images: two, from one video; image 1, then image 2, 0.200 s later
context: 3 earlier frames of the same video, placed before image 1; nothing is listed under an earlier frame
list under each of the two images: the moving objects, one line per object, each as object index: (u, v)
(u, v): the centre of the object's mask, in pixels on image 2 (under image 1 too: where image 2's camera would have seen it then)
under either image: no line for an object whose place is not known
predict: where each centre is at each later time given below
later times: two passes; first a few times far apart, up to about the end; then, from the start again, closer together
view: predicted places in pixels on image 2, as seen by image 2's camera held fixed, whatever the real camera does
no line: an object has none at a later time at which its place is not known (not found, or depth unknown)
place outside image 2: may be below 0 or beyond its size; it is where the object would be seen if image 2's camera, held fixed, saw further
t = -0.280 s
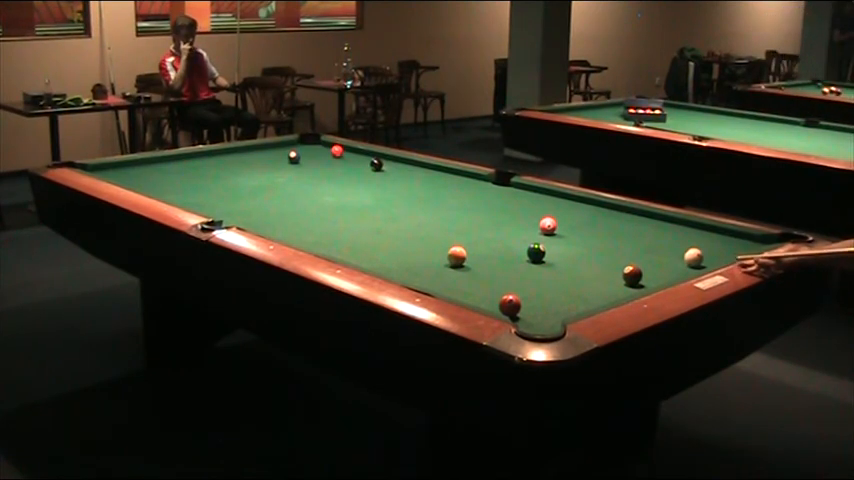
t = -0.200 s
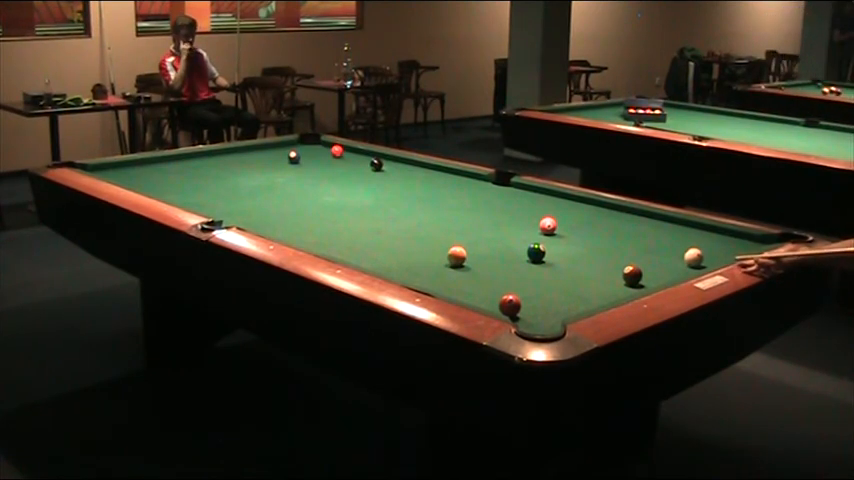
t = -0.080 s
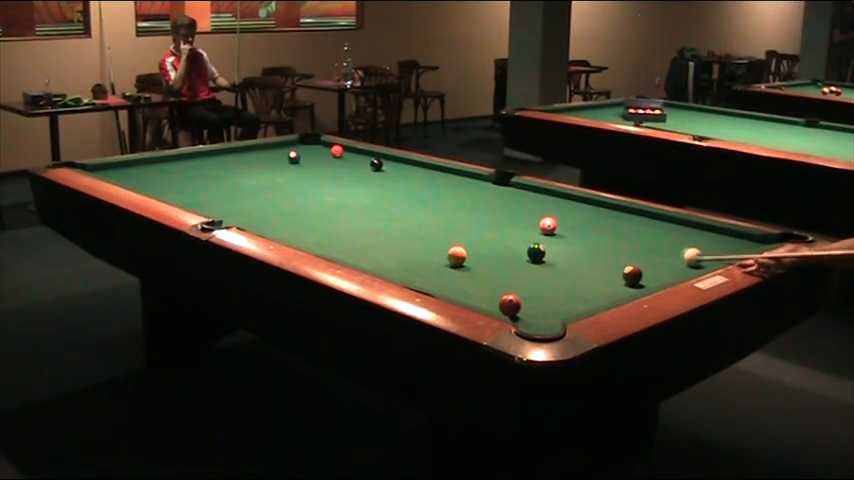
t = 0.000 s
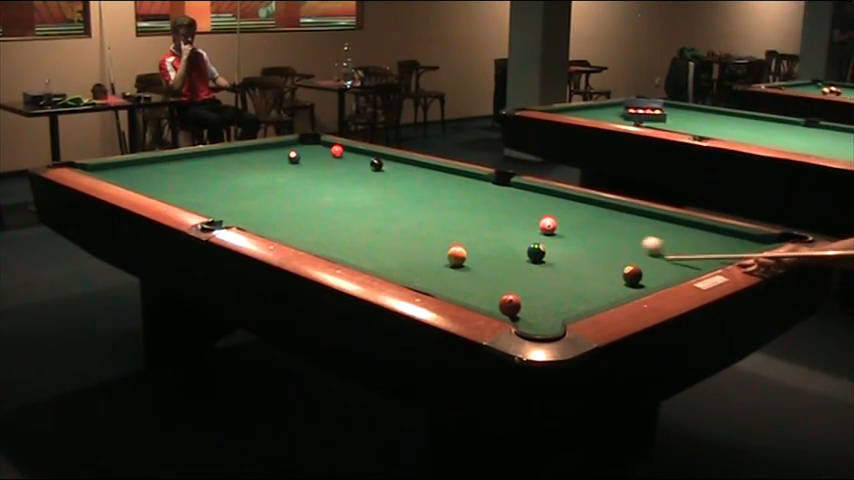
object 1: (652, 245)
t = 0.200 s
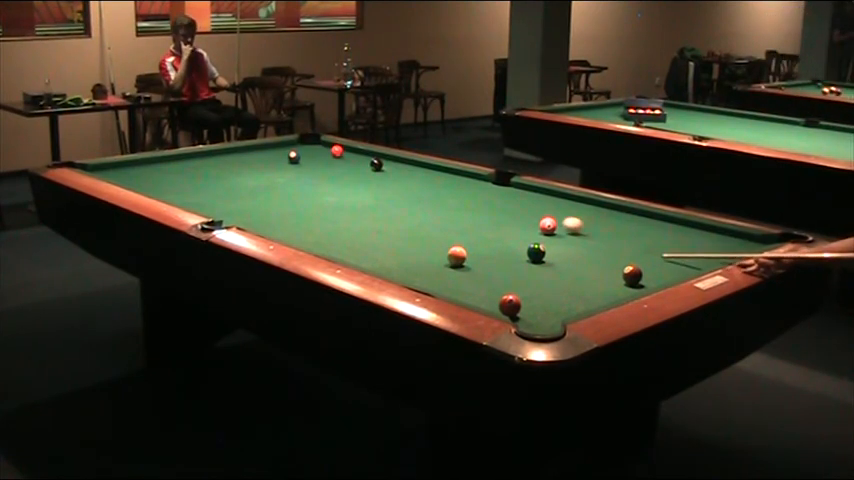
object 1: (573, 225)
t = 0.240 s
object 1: (560, 221)
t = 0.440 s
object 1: (498, 207)
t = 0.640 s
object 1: (443, 194)
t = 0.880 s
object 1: (385, 180)
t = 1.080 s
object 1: (343, 171)
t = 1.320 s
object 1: (296, 158)
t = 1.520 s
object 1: (259, 157)
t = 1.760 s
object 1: (214, 154)
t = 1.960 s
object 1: (188, 155)
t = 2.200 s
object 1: (170, 163)
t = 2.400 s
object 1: (154, 169)
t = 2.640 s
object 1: (135, 177)
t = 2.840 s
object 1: (132, 181)
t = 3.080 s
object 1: (163, 183)
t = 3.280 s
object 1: (187, 184)
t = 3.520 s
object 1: (216, 185)
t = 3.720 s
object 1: (240, 186)
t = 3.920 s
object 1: (263, 187)
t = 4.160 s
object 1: (289, 188)
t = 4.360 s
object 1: (311, 189)
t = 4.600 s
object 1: (336, 189)
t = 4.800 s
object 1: (355, 190)
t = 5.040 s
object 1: (378, 191)
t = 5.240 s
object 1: (396, 192)
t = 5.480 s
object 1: (416, 192)
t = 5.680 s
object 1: (432, 193)
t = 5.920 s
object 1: (451, 194)
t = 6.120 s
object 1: (466, 194)
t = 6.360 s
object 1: (482, 195)
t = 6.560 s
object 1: (495, 195)
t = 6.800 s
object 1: (509, 196)
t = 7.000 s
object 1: (520, 197)
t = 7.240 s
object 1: (533, 197)
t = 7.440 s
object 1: (542, 198)
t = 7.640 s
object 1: (551, 198)
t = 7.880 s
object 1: (560, 199)
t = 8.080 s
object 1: (567, 199)
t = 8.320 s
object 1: (574, 199)
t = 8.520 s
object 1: (579, 199)
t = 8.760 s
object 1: (584, 200)
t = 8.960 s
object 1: (587, 200)
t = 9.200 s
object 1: (589, 200)
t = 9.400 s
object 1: (590, 200)
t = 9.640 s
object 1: (590, 200)
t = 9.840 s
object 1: (590, 201)
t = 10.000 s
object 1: (590, 201)
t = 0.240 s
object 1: (560, 221)
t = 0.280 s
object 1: (545, 215)
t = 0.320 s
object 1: (533, 215)
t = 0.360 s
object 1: (521, 213)
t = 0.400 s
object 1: (510, 210)
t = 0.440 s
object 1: (498, 207)
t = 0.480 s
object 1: (486, 204)
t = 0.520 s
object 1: (475, 202)
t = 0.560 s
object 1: (465, 199)
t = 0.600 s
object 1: (454, 197)
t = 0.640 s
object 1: (443, 194)
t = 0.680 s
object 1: (433, 192)
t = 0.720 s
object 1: (423, 189)
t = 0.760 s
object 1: (413, 187)
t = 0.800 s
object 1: (404, 185)
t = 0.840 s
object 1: (395, 183)
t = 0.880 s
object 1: (385, 180)
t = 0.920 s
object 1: (377, 179)
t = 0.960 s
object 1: (368, 176)
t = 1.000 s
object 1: (359, 174)
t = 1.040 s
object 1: (351, 173)
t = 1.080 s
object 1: (343, 171)
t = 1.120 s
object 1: (335, 168)
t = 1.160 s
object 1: (328, 167)
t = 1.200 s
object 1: (320, 165)
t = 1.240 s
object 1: (312, 163)
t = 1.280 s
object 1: (305, 161)
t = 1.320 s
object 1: (296, 158)
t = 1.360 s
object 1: (291, 157)
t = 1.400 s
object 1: (282, 158)
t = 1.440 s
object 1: (274, 158)
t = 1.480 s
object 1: (267, 157)
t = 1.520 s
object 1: (259, 157)
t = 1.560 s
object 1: (251, 157)
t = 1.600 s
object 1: (244, 156)
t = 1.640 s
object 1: (236, 156)
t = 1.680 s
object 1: (229, 155)
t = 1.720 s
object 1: (222, 154)
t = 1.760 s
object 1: (214, 154)
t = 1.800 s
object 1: (207, 154)
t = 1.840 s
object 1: (200, 153)
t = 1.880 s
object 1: (194, 153)
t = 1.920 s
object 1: (191, 154)
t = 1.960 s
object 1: (188, 155)
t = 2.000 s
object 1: (185, 157)
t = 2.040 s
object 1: (182, 158)
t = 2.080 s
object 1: (179, 159)
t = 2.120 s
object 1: (176, 160)
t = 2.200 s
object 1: (170, 163)
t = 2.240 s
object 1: (167, 164)
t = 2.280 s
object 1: (164, 165)
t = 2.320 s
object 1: (161, 167)
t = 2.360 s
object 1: (157, 168)
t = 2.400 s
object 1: (154, 169)
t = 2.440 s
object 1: (151, 171)
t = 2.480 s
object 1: (148, 172)
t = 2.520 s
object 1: (144, 174)
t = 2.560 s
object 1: (141, 175)
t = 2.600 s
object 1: (138, 176)
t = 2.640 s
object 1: (135, 177)
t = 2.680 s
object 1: (131, 178)
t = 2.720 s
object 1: (128, 179)
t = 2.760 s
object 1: (125, 180)
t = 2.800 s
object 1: (127, 180)
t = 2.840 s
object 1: (132, 181)
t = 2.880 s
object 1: (137, 181)
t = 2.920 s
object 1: (143, 182)
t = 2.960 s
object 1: (148, 183)
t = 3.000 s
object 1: (152, 183)
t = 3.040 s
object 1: (157, 183)
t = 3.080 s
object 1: (163, 183)
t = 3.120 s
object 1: (167, 184)
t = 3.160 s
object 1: (172, 184)
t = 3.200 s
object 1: (177, 184)
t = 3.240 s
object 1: (182, 184)
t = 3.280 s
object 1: (187, 184)
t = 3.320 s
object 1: (192, 185)
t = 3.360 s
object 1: (197, 185)
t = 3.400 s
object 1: (202, 185)
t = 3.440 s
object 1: (207, 185)
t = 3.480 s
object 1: (211, 185)
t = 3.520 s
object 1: (216, 185)
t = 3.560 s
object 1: (221, 186)
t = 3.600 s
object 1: (225, 186)
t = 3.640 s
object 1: (231, 186)
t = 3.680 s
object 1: (235, 186)
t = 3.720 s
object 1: (240, 186)
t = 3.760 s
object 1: (244, 187)
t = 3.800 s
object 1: (249, 187)
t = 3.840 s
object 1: (254, 187)
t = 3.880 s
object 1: (258, 187)
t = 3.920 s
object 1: (263, 187)
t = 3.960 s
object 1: (267, 187)
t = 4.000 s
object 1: (272, 188)
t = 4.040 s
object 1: (276, 187)
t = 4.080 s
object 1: (281, 188)
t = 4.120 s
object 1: (285, 188)
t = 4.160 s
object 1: (289, 188)
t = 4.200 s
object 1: (293, 188)
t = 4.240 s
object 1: (298, 188)
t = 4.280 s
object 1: (302, 188)
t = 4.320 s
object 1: (306, 189)
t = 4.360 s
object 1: (311, 189)
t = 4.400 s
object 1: (315, 189)
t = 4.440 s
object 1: (319, 189)
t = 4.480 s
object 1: (323, 189)
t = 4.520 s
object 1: (327, 189)
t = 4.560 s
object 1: (331, 189)
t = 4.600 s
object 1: (336, 189)
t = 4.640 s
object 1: (339, 190)
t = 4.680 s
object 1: (344, 190)
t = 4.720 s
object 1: (348, 190)
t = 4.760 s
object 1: (351, 190)
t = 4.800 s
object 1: (355, 190)
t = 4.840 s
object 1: (359, 190)
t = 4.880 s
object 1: (363, 190)
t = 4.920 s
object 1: (366, 191)
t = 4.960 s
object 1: (370, 191)
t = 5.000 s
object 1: (374, 191)
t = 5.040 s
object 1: (378, 191)
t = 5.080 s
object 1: (381, 191)
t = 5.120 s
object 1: (385, 191)
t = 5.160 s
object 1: (389, 191)
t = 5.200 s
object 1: (392, 191)
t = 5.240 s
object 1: (396, 192)
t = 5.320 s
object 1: (403, 192)
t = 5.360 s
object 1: (406, 192)
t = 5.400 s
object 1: (410, 192)
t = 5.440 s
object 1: (413, 192)
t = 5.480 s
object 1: (416, 192)
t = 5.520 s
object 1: (419, 192)
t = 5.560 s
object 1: (423, 192)
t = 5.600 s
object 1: (426, 192)
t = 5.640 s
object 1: (429, 193)
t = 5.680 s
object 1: (432, 193)
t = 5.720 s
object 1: (435, 193)
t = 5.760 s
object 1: (438, 193)
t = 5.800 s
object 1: (441, 193)
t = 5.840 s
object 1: (445, 193)
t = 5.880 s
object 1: (448, 193)
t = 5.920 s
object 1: (451, 194)
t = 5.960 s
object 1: (454, 194)
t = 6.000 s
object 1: (457, 194)
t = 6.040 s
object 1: (459, 194)
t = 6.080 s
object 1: (463, 194)
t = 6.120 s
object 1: (466, 194)
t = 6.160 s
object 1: (468, 195)
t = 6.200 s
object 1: (471, 194)
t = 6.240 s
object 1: (474, 195)
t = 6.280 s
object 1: (476, 195)
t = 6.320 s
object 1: (479, 195)
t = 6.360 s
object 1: (482, 195)
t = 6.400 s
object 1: (484, 195)
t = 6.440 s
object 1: (487, 195)
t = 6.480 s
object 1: (489, 195)
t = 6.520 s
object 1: (492, 195)
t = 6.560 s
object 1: (495, 195)
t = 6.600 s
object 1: (497, 195)
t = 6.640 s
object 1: (499, 195)
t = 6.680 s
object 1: (502, 196)
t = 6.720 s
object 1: (504, 195)
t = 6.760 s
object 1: (507, 196)
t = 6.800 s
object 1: (509, 196)
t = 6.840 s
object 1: (511, 196)
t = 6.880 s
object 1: (513, 196)
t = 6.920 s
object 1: (516, 196)
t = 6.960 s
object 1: (518, 197)
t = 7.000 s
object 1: (520, 197)
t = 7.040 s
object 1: (522, 197)
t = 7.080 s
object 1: (524, 197)
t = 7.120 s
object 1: (526, 197)
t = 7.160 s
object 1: (528, 197)
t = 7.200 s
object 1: (530, 197)
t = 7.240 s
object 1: (533, 197)
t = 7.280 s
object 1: (534, 197)
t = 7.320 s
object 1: (536, 197)
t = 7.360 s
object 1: (538, 197)
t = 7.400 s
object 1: (540, 197)
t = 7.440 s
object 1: (542, 198)
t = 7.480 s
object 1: (544, 198)
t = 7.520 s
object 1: (545, 198)
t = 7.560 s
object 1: (547, 198)
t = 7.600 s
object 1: (549, 198)
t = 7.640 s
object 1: (551, 198)
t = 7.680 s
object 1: (552, 198)
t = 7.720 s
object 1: (554, 198)
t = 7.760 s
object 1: (556, 198)
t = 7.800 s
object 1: (557, 198)
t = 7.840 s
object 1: (559, 199)
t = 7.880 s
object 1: (560, 199)
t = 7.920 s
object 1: (561, 199)
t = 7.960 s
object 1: (563, 198)
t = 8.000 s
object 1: (564, 198)
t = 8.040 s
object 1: (566, 198)
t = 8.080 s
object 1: (567, 199)
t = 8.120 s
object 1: (568, 199)
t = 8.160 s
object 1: (569, 199)
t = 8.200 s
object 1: (570, 199)
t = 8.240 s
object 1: (572, 199)
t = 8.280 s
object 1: (573, 199)
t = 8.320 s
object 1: (574, 199)
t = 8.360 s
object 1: (575, 199)
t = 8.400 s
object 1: (576, 199)
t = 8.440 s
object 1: (577, 199)
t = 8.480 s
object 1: (578, 199)
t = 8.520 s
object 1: (579, 199)
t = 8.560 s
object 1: (580, 199)
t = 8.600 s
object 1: (581, 199)
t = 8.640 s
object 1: (581, 199)
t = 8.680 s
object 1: (582, 199)
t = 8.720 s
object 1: (583, 199)
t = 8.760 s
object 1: (584, 200)
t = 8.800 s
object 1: (585, 200)
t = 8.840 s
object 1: (585, 200)
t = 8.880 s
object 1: (586, 200)
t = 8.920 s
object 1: (587, 200)
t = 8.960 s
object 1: (587, 200)
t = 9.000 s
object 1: (588, 200)
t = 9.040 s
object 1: (588, 200)
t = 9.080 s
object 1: (589, 200)
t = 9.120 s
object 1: (589, 200)
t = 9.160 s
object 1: (589, 200)
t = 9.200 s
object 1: (589, 200)
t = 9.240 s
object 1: (589, 200)
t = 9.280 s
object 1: (590, 200)
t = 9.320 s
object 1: (590, 201)
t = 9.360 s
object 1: (590, 200)
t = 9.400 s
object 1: (590, 200)
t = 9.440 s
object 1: (590, 200)
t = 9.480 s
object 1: (590, 200)
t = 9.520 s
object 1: (590, 200)
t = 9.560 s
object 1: (590, 200)
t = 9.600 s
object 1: (590, 200)
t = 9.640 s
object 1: (590, 200)
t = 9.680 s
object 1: (590, 200)
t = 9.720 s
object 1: (590, 200)
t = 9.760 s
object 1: (590, 201)
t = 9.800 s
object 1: (590, 201)
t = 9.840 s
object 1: (590, 201)
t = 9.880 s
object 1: (590, 201)
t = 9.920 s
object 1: (590, 201)
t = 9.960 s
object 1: (590, 201)
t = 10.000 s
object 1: (590, 201)
